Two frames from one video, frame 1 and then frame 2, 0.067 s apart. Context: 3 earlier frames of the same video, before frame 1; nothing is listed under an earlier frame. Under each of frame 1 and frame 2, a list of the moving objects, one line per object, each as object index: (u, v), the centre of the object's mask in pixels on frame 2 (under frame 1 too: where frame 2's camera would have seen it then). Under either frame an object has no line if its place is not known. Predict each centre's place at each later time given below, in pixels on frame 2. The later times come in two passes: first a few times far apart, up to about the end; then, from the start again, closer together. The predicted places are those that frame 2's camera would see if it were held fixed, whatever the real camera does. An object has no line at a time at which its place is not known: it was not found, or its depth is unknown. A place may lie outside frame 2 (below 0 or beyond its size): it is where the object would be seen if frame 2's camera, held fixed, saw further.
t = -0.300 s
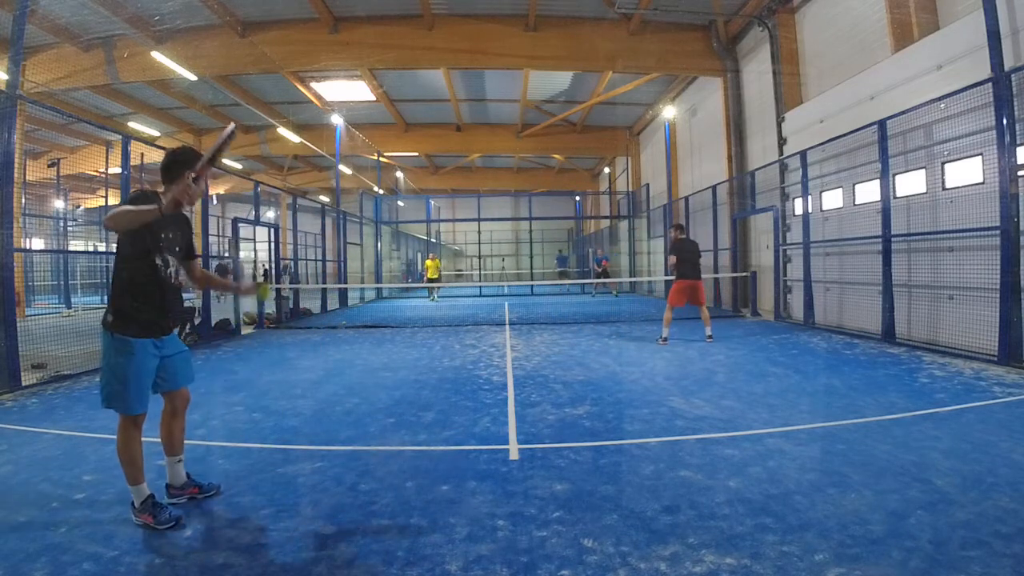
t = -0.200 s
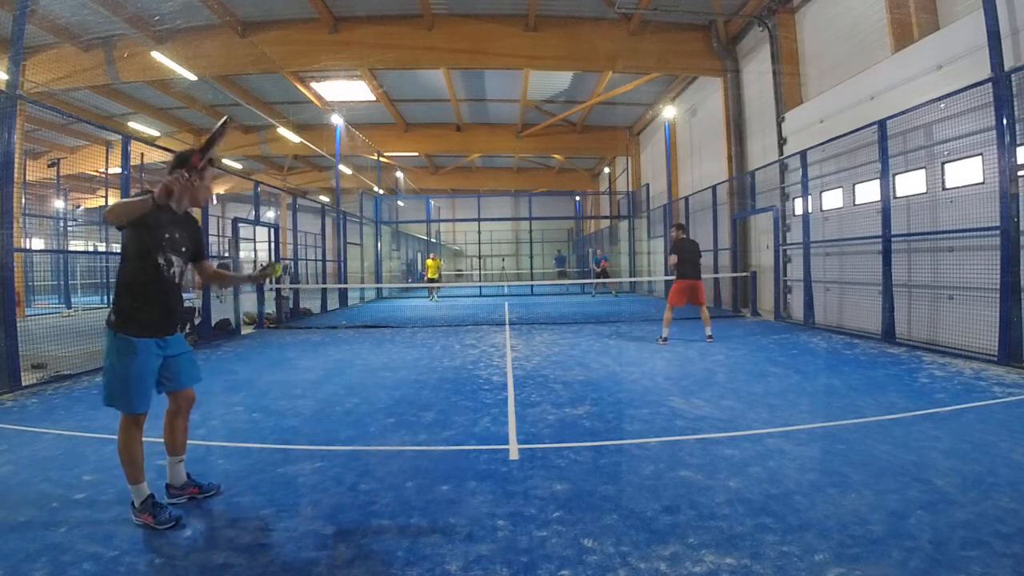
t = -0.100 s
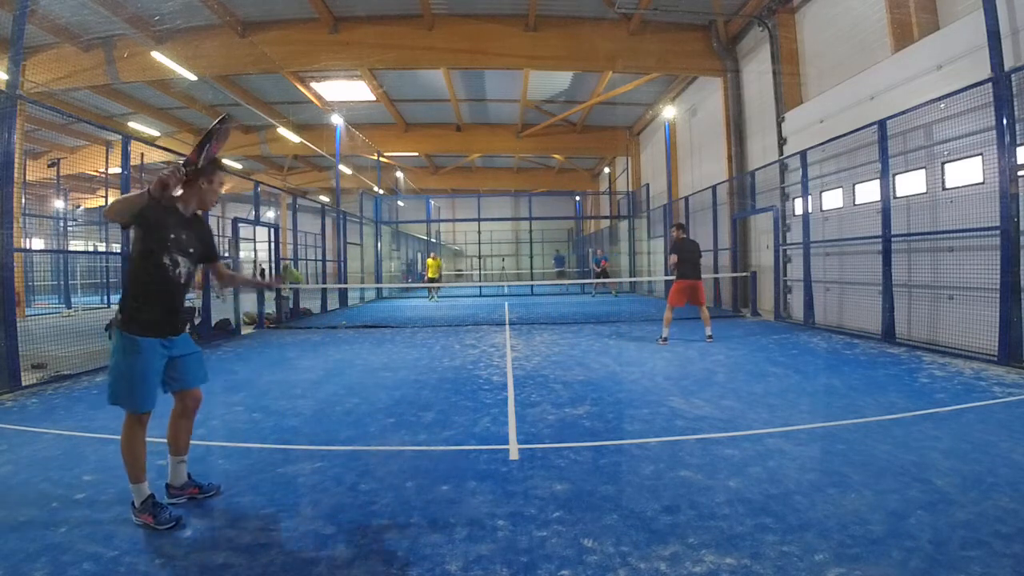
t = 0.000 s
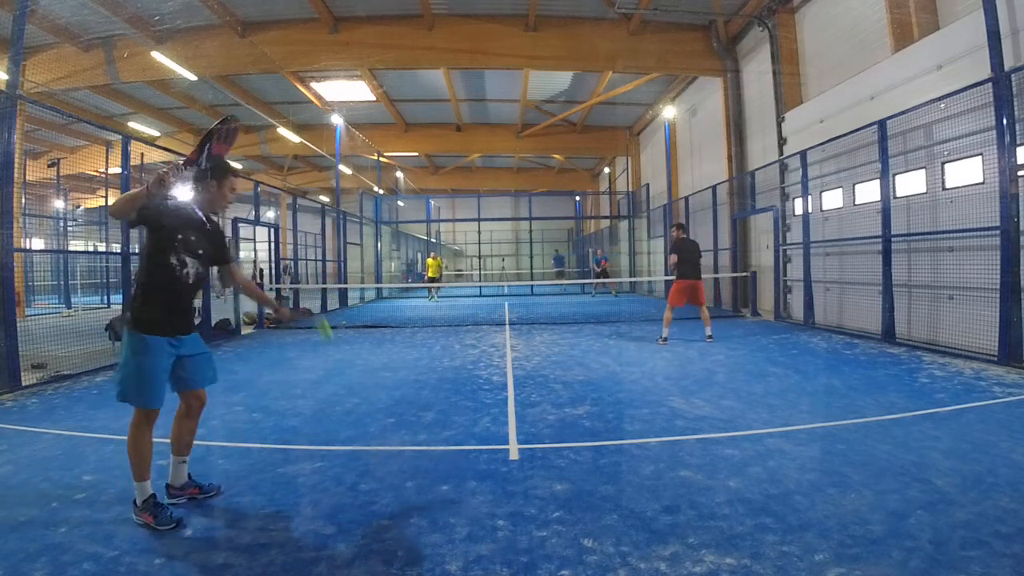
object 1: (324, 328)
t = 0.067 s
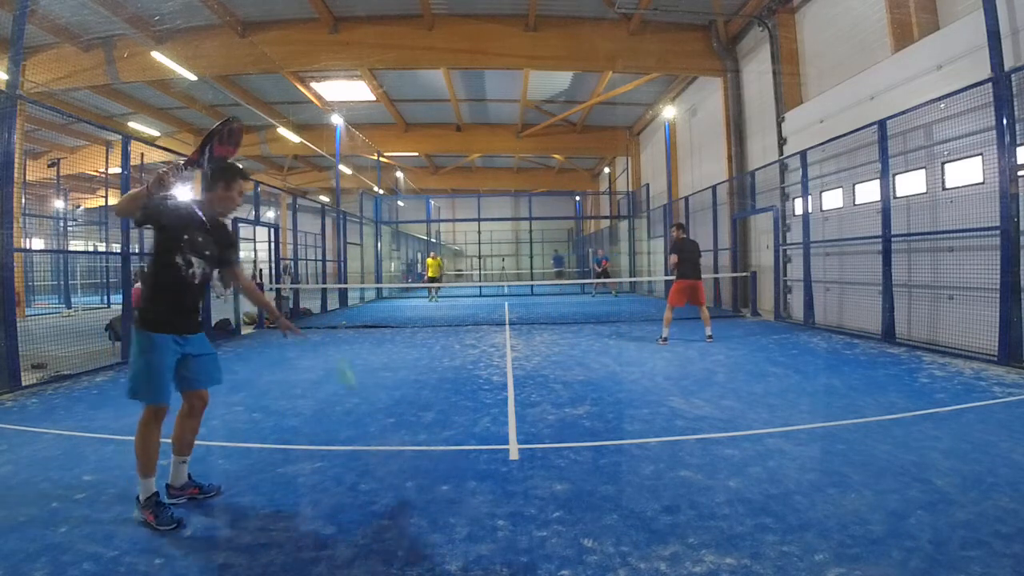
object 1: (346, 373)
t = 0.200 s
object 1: (383, 447)
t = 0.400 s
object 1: (398, 352)
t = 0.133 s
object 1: (367, 427)
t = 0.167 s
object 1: (378, 451)
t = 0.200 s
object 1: (383, 447)
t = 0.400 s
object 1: (398, 352)
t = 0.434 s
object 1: (401, 343)
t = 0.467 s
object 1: (403, 336)
